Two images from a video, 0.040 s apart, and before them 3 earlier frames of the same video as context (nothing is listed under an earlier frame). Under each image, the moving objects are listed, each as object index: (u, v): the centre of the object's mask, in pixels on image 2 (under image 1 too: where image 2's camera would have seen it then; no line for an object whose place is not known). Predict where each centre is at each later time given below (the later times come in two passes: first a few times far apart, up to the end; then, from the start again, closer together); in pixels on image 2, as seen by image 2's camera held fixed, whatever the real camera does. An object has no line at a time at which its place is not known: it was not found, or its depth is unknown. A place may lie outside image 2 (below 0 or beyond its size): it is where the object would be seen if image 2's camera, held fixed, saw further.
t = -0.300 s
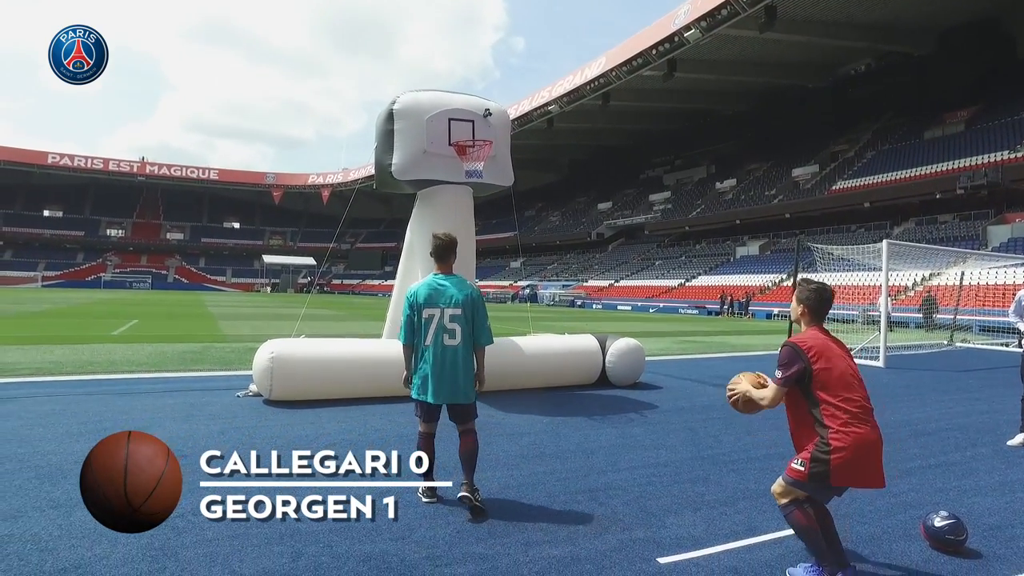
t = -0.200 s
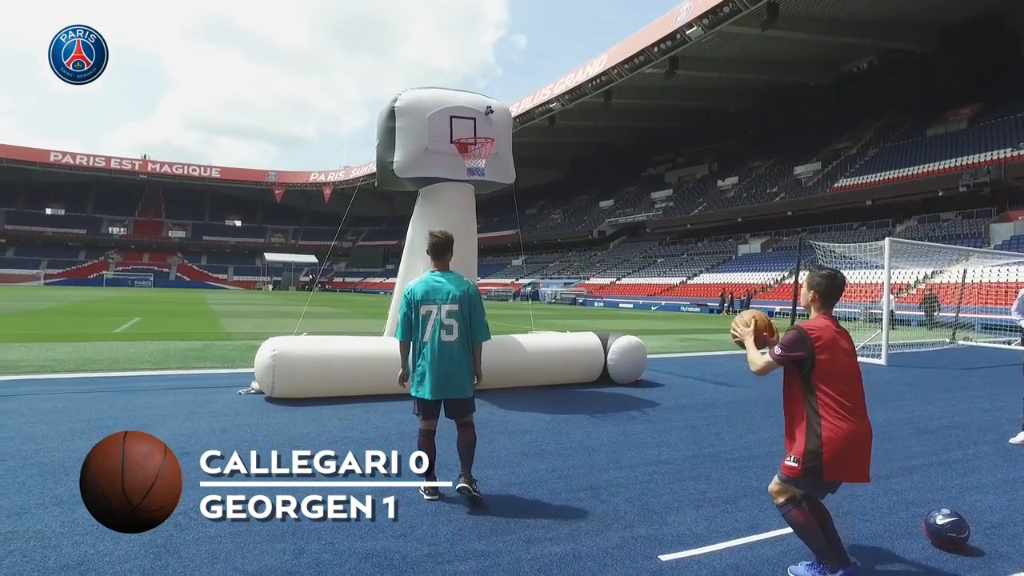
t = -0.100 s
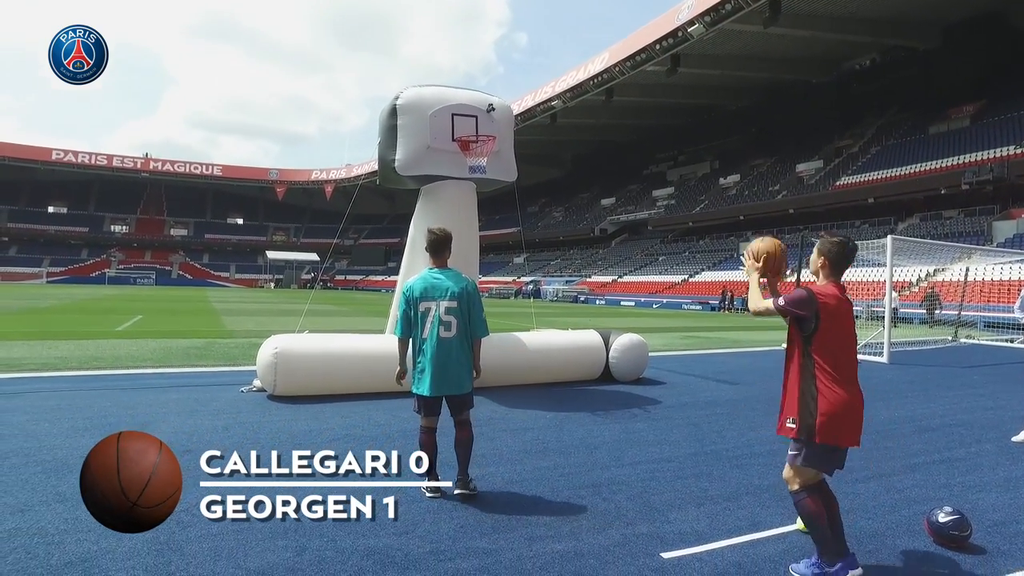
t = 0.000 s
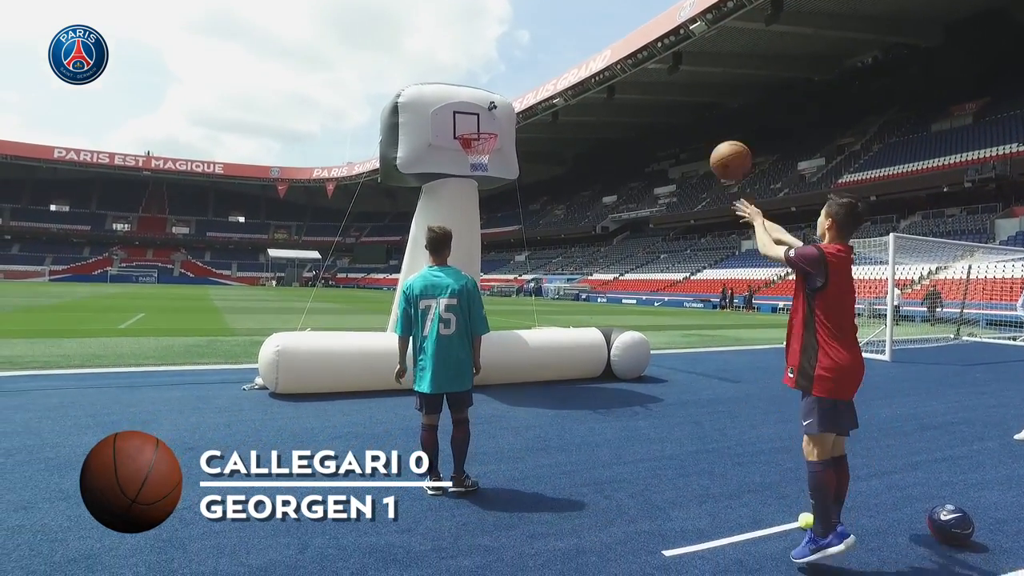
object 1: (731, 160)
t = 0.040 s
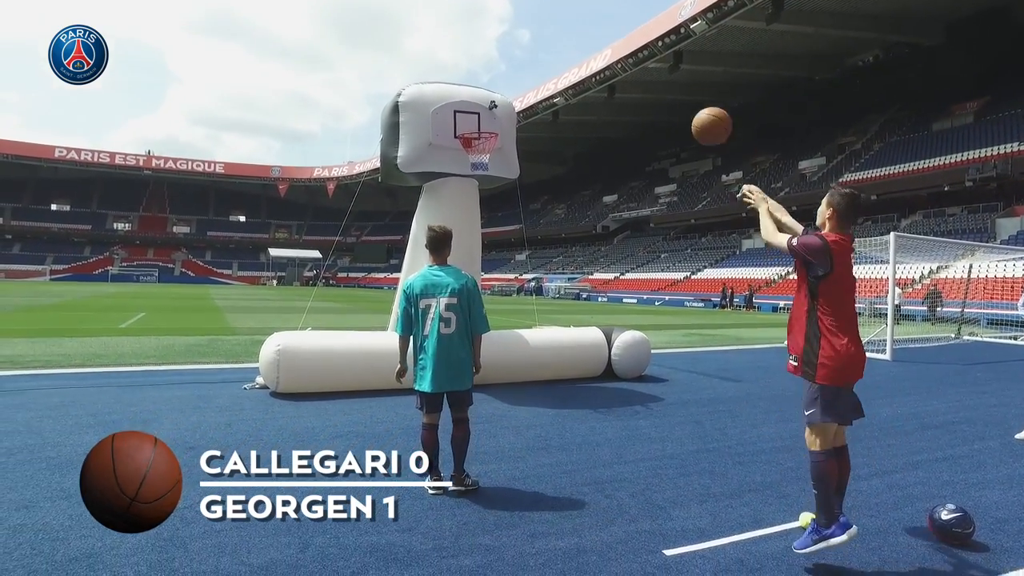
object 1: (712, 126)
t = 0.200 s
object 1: (643, 35)
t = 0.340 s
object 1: (595, 9)
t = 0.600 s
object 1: (527, 9)
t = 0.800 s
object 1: (487, 38)
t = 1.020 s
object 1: (449, 113)
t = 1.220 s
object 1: (437, 188)
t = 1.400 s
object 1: (429, 277)
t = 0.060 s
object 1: (702, 111)
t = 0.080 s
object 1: (693, 98)
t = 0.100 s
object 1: (684, 85)
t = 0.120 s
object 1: (675, 73)
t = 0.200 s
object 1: (643, 35)
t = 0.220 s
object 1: (636, 28)
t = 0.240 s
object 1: (629, 21)
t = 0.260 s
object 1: (622, 17)
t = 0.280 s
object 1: (615, 14)
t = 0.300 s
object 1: (608, 12)
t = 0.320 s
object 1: (601, 11)
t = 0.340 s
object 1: (595, 9)
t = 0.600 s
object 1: (527, 9)
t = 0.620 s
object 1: (523, 11)
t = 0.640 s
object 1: (519, 12)
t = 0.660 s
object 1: (514, 13)
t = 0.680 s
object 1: (510, 15)
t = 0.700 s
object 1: (506, 17)
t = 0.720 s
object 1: (502, 19)
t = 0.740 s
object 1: (498, 22)
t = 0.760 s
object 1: (494, 27)
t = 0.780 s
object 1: (490, 32)
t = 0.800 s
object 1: (487, 38)
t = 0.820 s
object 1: (483, 43)
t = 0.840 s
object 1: (479, 49)
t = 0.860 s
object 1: (476, 56)
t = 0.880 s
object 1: (472, 62)
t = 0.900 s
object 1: (469, 69)
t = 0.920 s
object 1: (466, 75)
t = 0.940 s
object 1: (462, 83)
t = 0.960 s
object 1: (459, 90)
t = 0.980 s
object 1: (456, 97)
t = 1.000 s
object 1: (452, 105)
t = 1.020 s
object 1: (449, 113)
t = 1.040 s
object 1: (446, 122)
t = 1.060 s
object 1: (443, 130)
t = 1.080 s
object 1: (440, 139)
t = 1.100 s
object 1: (439, 145)
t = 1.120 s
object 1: (439, 151)
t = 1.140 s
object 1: (438, 158)
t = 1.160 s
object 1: (439, 165)
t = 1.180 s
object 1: (438, 172)
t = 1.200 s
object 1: (438, 179)
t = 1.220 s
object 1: (437, 188)
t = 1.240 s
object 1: (437, 197)
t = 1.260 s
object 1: (437, 206)
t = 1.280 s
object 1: (436, 215)
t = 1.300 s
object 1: (436, 225)
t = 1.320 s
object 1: (435, 235)
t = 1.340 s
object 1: (435, 246)
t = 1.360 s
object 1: (434, 256)
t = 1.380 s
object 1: (433, 267)
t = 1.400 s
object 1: (429, 277)
